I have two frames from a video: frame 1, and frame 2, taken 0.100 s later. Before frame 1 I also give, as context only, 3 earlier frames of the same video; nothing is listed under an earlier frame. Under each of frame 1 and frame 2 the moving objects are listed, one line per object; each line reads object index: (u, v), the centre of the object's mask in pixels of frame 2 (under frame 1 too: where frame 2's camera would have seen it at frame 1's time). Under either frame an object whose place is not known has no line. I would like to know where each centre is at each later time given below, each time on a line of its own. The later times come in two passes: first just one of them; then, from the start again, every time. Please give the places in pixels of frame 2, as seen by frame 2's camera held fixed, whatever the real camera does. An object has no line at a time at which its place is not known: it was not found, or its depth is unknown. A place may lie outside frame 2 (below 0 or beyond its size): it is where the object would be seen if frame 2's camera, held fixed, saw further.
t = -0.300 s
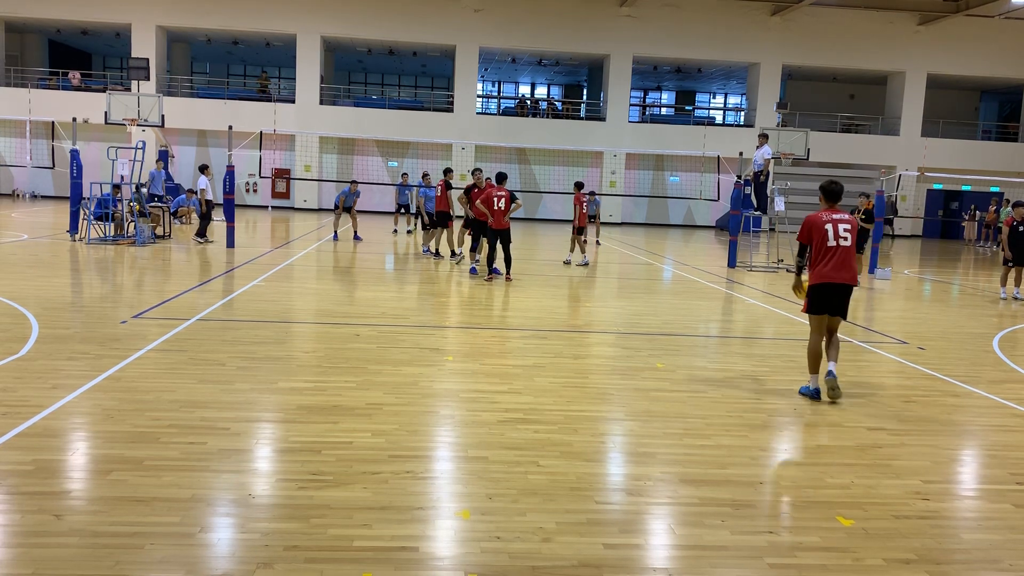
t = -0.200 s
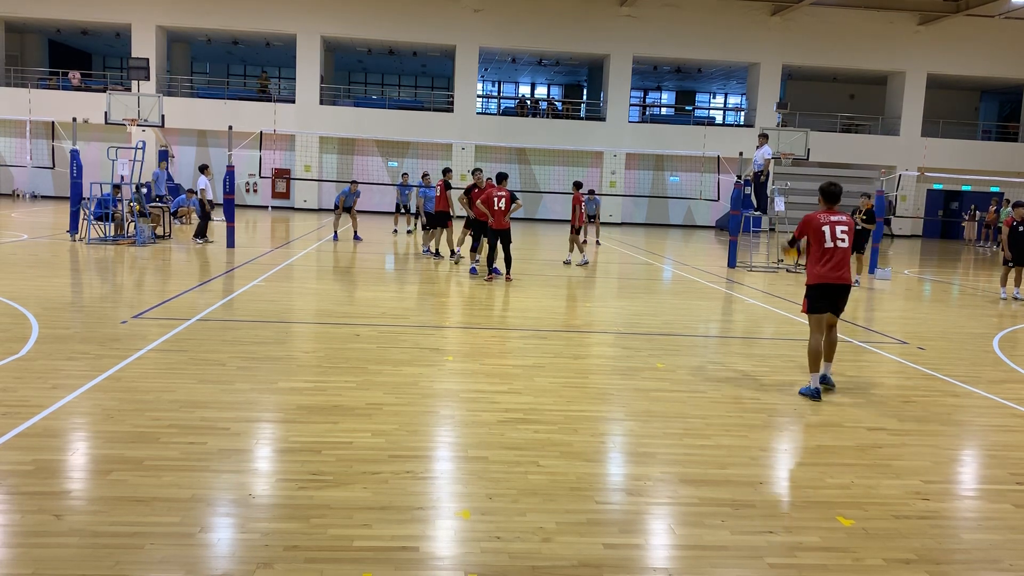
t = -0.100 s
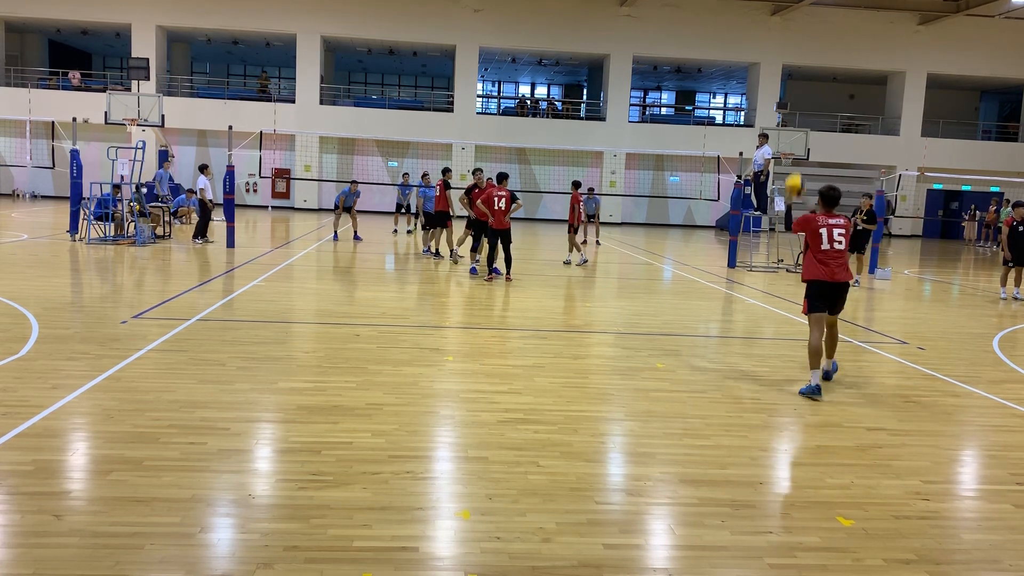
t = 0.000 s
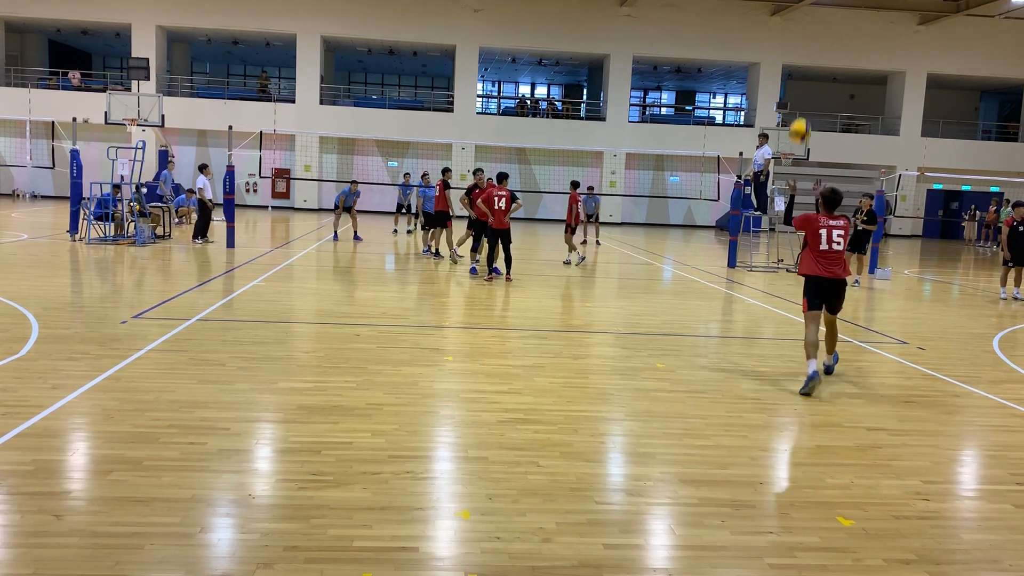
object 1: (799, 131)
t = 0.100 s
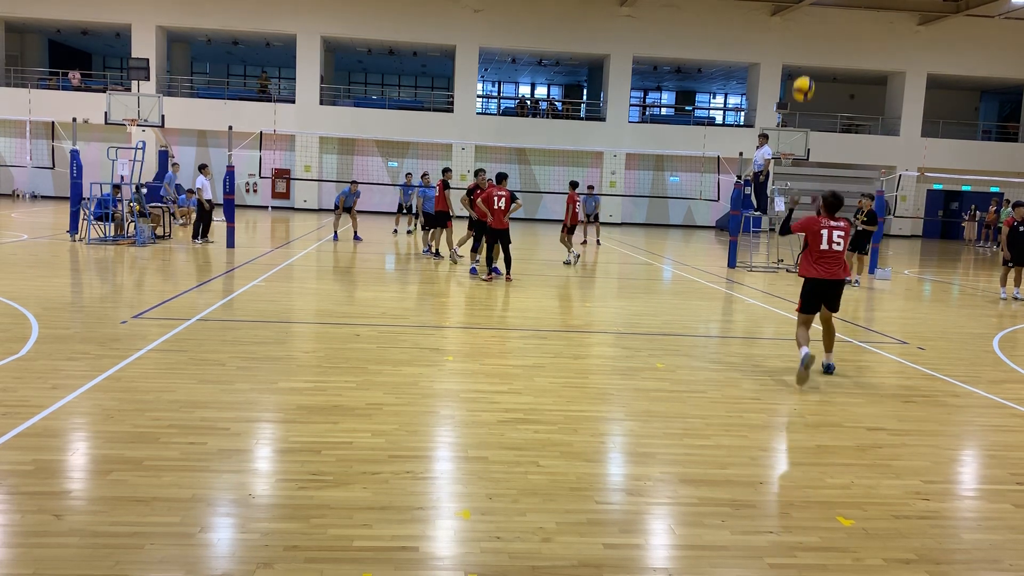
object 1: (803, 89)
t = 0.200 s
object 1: (806, 56)
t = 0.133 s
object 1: (804, 77)
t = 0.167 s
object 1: (805, 66)
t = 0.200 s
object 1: (806, 56)
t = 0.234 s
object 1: (806, 48)
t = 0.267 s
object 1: (807, 41)
